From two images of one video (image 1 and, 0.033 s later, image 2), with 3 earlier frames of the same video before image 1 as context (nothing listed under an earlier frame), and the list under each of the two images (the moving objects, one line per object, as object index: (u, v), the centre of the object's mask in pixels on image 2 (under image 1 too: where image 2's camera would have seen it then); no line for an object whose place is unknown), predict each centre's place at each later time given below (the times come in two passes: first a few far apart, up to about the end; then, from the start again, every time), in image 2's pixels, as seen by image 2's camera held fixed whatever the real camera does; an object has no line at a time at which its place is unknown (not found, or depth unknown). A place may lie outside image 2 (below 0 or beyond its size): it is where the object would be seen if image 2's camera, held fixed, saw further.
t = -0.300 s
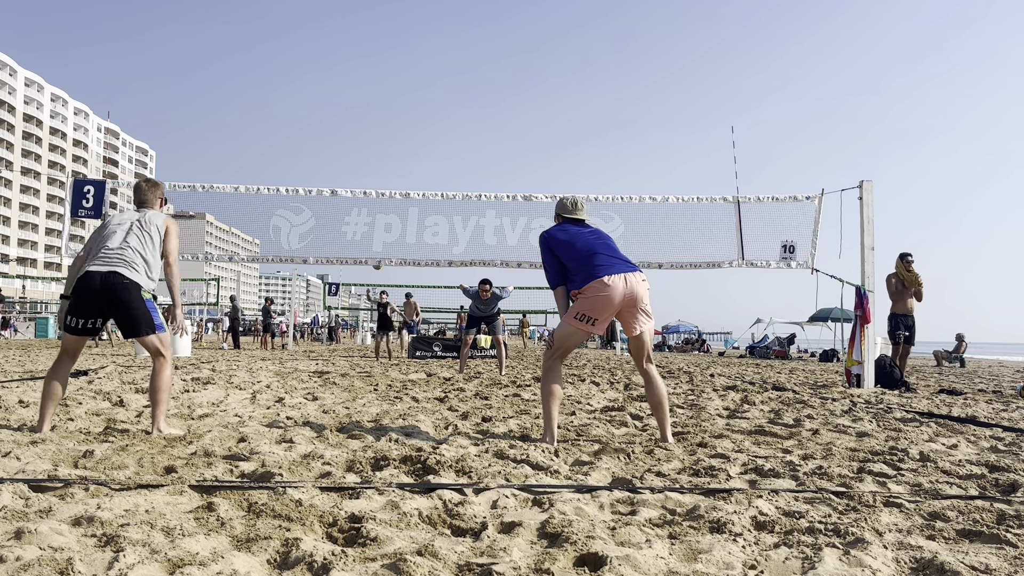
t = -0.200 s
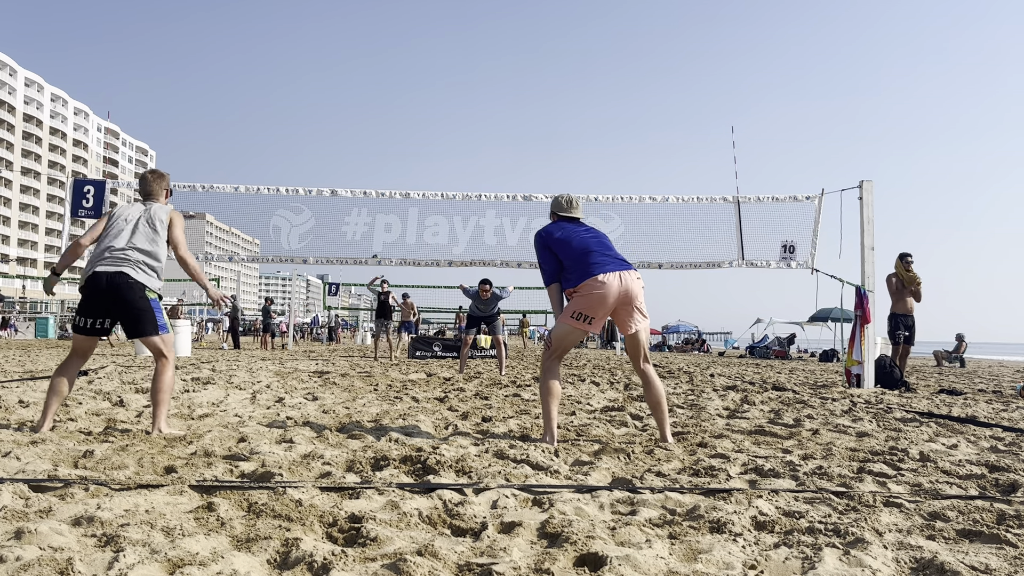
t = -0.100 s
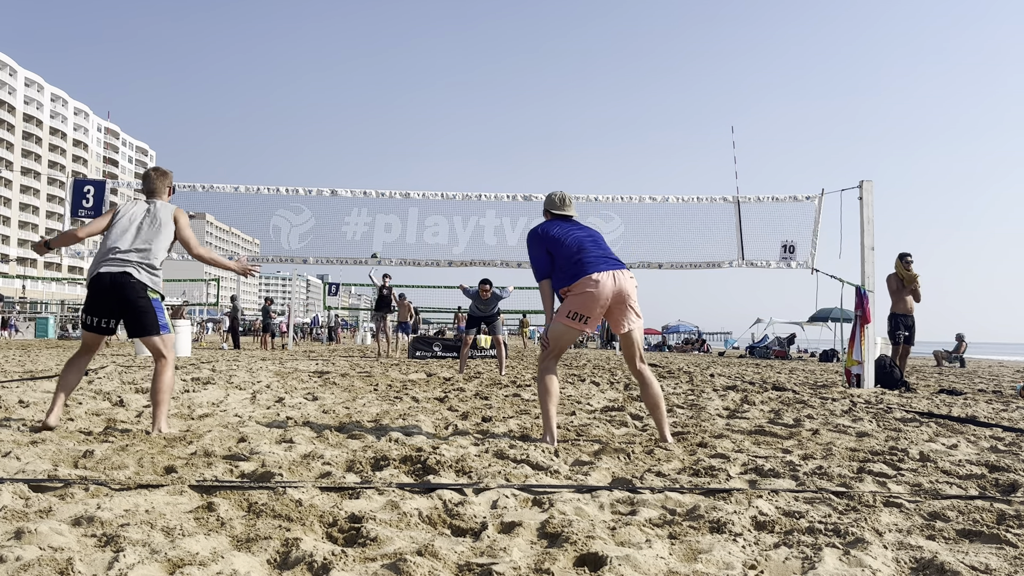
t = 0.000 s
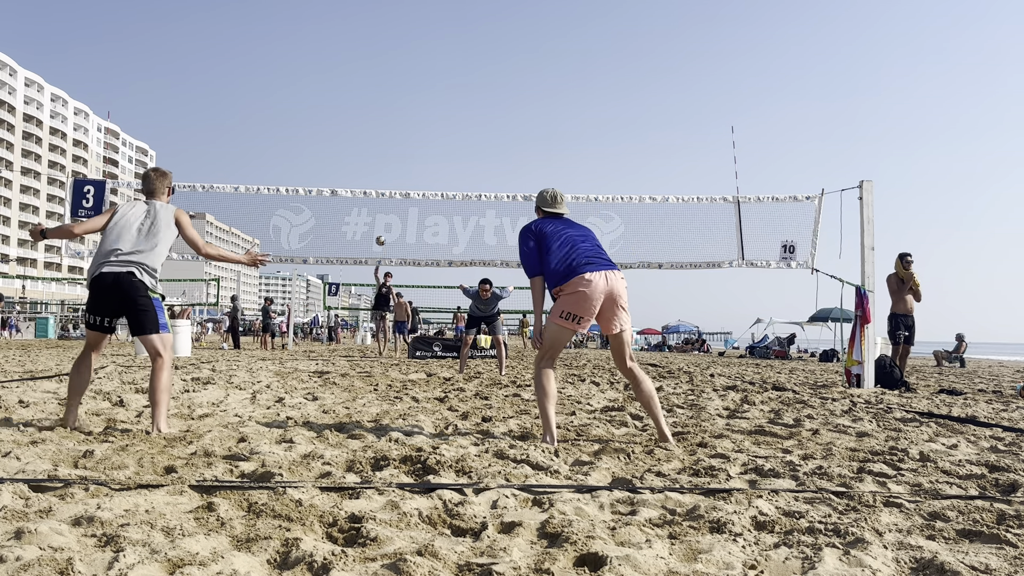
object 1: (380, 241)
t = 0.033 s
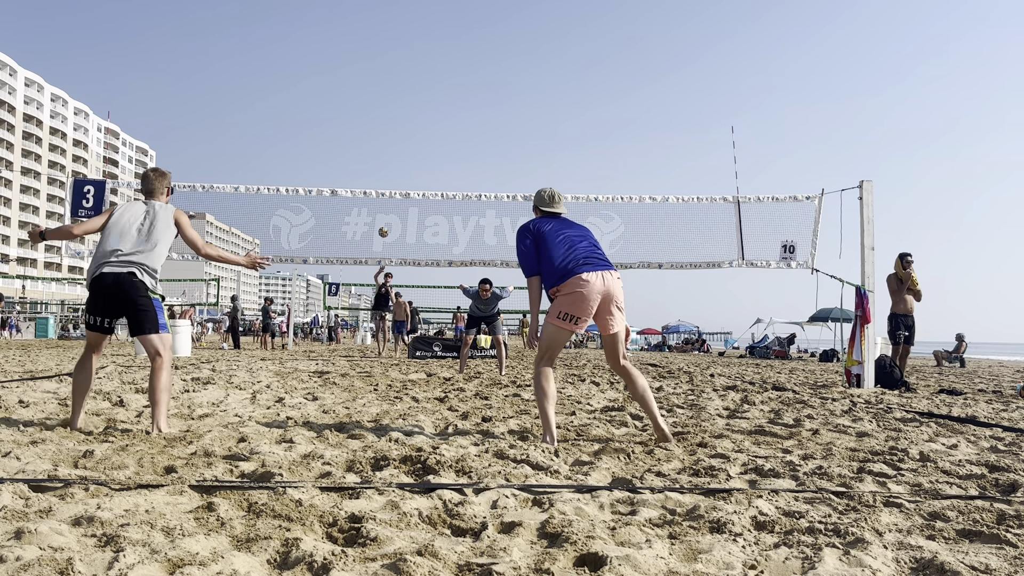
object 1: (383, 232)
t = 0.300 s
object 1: (407, 173)
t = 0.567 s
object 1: (435, 132)
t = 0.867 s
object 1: (477, 132)
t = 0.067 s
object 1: (386, 224)
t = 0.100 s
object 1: (389, 216)
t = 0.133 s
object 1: (392, 208)
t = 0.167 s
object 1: (394, 202)
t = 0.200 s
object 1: (397, 189)
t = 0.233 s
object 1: (401, 185)
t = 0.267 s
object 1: (404, 179)
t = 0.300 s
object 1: (407, 173)
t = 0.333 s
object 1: (411, 166)
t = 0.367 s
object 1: (414, 160)
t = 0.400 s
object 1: (417, 154)
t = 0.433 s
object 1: (421, 149)
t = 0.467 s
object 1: (424, 144)
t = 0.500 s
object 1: (428, 139)
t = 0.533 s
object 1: (431, 135)
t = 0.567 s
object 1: (435, 132)
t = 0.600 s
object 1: (439, 129)
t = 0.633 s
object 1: (443, 126)
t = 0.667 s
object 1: (447, 124)
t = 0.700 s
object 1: (451, 123)
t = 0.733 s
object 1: (456, 123)
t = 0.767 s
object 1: (461, 124)
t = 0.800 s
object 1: (466, 125)
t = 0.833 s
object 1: (471, 128)
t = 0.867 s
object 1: (477, 132)
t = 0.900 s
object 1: (483, 136)
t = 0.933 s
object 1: (489, 143)
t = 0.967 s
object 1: (496, 151)
